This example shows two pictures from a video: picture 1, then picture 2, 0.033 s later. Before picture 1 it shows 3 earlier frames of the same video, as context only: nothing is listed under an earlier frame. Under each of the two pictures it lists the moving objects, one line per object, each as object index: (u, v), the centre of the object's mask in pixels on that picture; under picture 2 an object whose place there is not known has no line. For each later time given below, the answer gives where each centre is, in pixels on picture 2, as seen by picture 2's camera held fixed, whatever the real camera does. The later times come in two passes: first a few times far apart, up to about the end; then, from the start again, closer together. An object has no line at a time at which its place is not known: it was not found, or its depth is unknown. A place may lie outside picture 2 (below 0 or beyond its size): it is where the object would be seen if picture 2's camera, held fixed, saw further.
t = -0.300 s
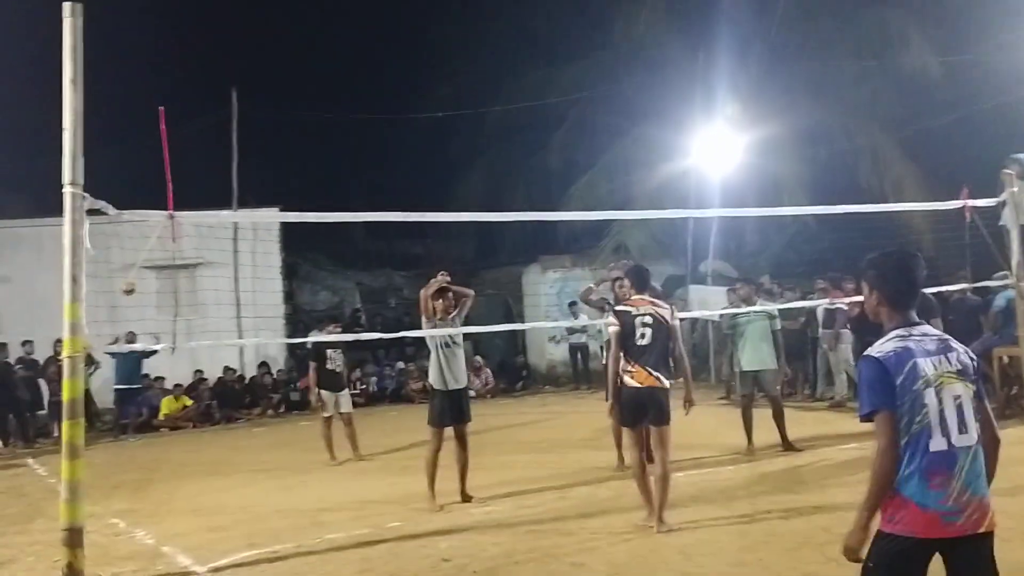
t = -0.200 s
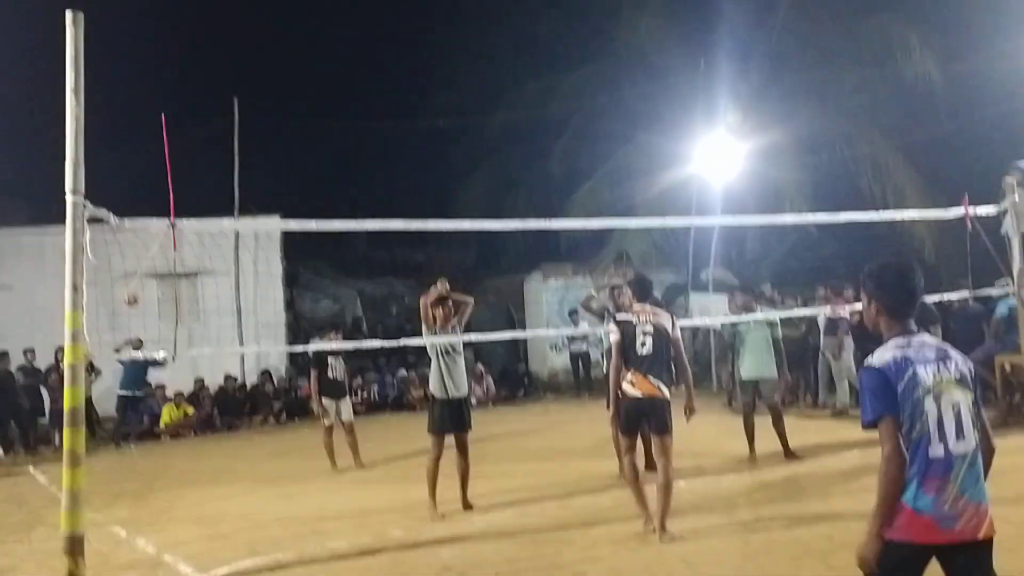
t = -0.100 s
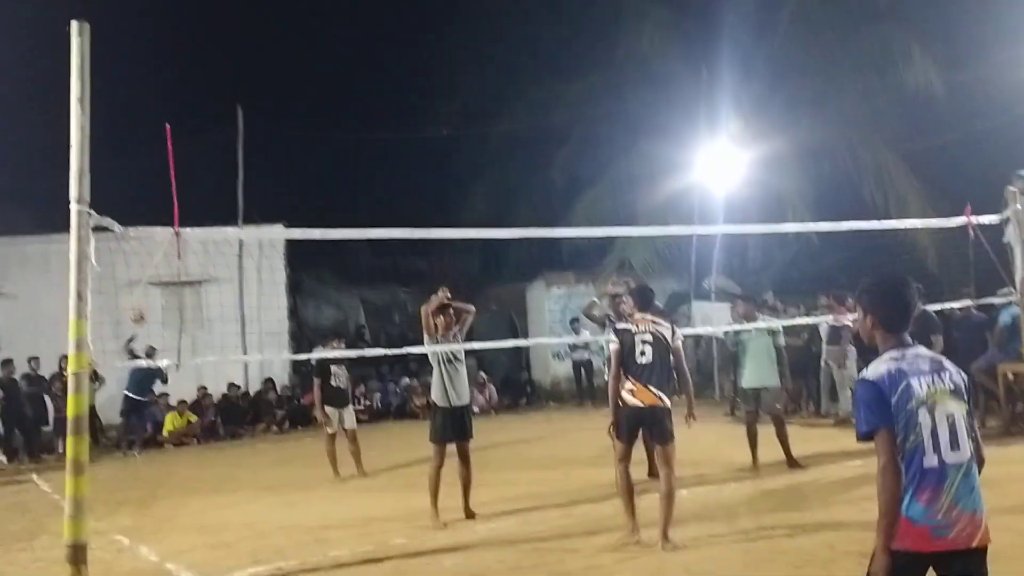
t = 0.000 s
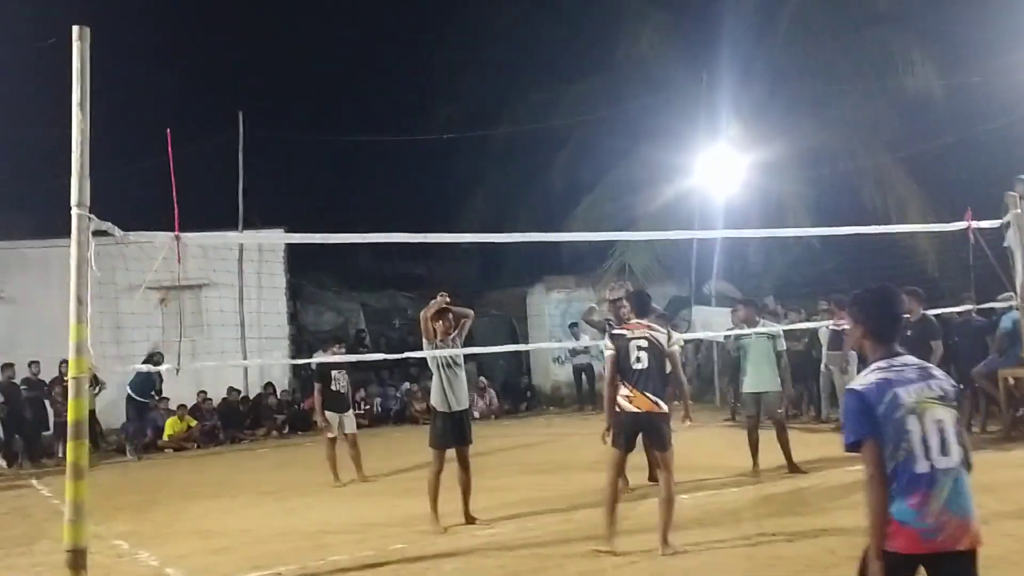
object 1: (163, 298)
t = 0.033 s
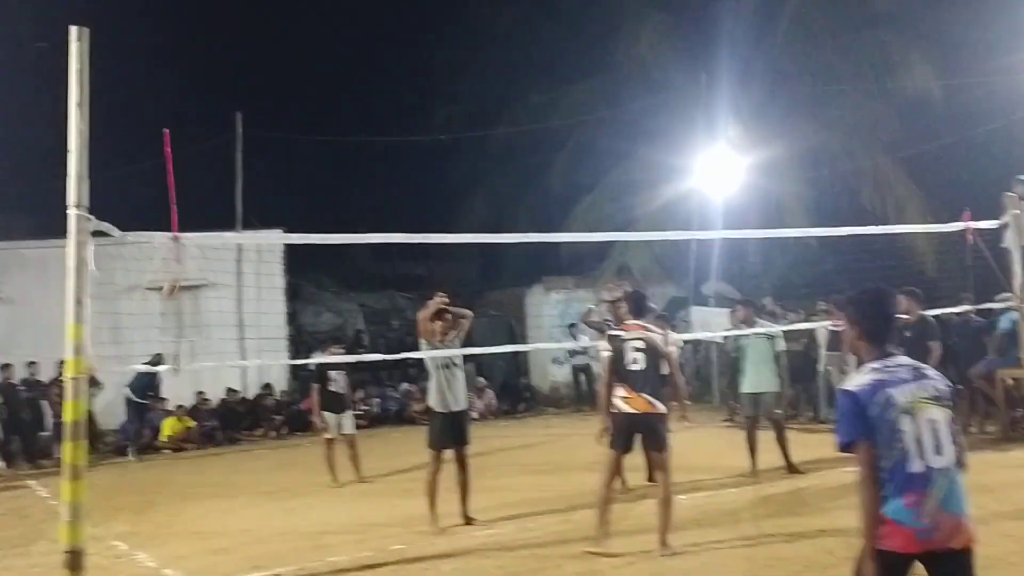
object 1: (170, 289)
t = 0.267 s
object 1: (262, 213)
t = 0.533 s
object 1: (404, 154)
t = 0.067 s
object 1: (182, 275)
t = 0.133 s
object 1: (208, 255)
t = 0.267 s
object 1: (262, 213)
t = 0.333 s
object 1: (293, 194)
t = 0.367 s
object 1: (310, 186)
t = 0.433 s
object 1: (346, 171)
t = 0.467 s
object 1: (364, 165)
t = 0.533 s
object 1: (404, 154)
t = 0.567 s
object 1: (425, 150)
